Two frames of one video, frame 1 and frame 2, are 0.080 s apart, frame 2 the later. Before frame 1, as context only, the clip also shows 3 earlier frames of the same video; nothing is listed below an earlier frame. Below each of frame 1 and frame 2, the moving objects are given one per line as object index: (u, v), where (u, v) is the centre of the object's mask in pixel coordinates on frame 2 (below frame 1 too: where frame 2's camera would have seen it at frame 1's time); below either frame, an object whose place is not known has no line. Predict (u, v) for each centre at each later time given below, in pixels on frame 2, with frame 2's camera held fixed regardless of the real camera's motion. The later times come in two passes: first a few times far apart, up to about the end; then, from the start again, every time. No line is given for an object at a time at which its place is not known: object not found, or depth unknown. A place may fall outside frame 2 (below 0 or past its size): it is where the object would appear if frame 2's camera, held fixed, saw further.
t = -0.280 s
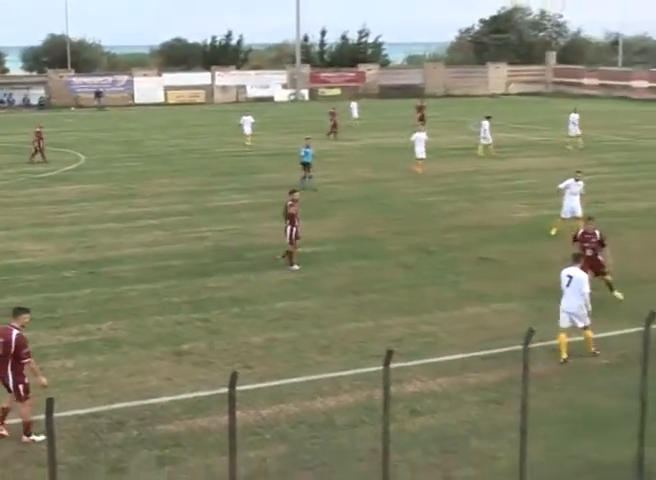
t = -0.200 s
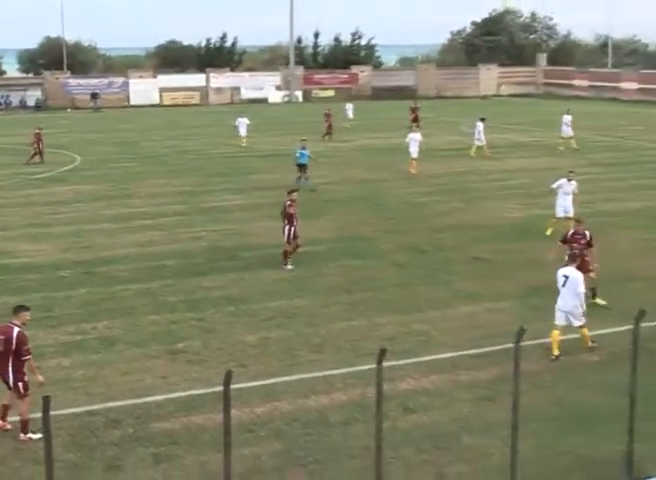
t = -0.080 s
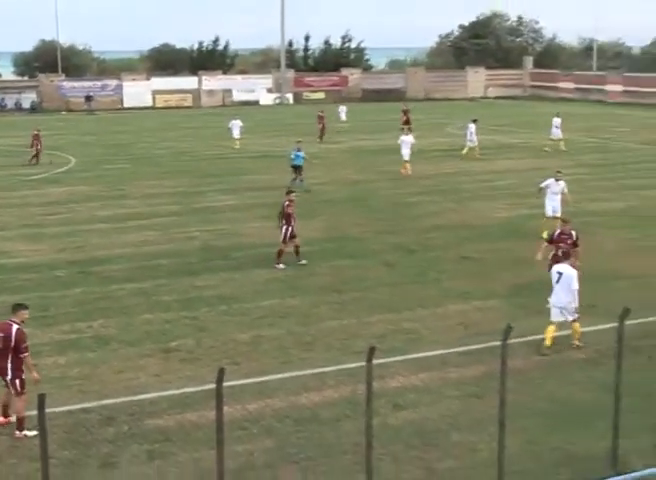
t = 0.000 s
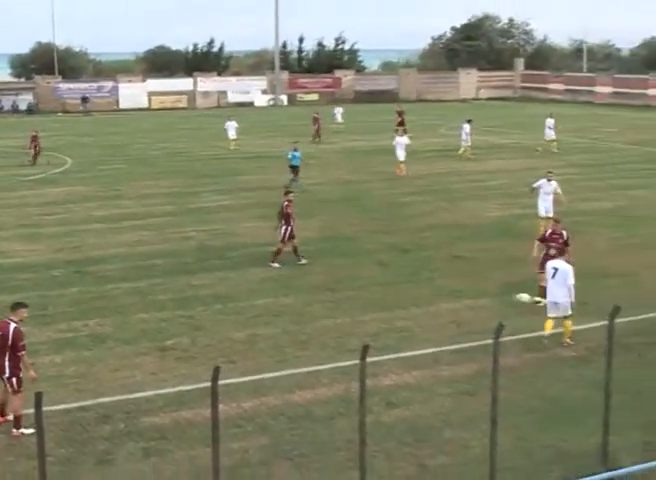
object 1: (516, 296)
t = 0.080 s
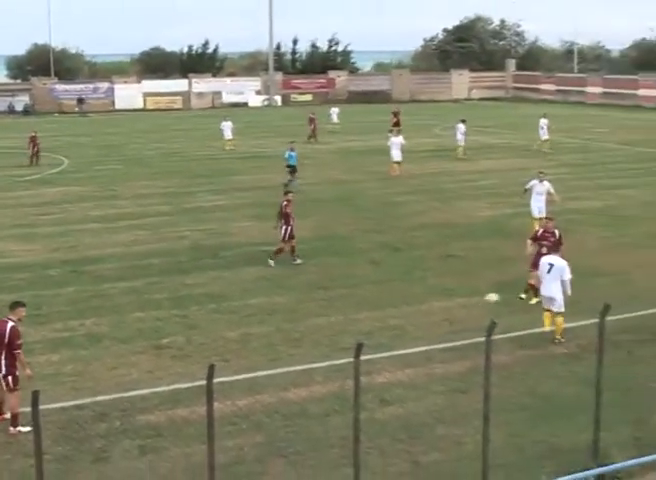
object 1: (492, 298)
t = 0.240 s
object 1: (442, 313)
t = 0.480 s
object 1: (362, 369)
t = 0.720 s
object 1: (291, 389)
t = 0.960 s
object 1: (226, 424)
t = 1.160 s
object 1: (175, 440)
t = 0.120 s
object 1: (480, 299)
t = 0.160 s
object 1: (467, 303)
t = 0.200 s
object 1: (454, 308)
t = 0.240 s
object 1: (442, 313)
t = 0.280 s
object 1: (429, 319)
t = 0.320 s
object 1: (415, 327)
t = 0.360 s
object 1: (401, 336)
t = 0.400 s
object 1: (387, 345)
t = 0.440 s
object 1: (372, 357)
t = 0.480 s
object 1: (362, 369)
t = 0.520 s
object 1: (343, 380)
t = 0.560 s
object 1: (334, 380)
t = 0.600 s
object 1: (324, 381)
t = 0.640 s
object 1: (314, 382)
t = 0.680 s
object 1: (302, 386)
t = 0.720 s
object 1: (291, 389)
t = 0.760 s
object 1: (281, 395)
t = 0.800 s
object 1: (270, 402)
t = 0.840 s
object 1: (258, 410)
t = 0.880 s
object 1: (247, 420)
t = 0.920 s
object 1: (235, 426)
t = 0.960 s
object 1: (226, 424)
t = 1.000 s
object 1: (219, 424)
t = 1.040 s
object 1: (202, 426)
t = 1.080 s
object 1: (195, 429)
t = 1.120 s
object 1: (185, 434)
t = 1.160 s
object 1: (175, 440)
